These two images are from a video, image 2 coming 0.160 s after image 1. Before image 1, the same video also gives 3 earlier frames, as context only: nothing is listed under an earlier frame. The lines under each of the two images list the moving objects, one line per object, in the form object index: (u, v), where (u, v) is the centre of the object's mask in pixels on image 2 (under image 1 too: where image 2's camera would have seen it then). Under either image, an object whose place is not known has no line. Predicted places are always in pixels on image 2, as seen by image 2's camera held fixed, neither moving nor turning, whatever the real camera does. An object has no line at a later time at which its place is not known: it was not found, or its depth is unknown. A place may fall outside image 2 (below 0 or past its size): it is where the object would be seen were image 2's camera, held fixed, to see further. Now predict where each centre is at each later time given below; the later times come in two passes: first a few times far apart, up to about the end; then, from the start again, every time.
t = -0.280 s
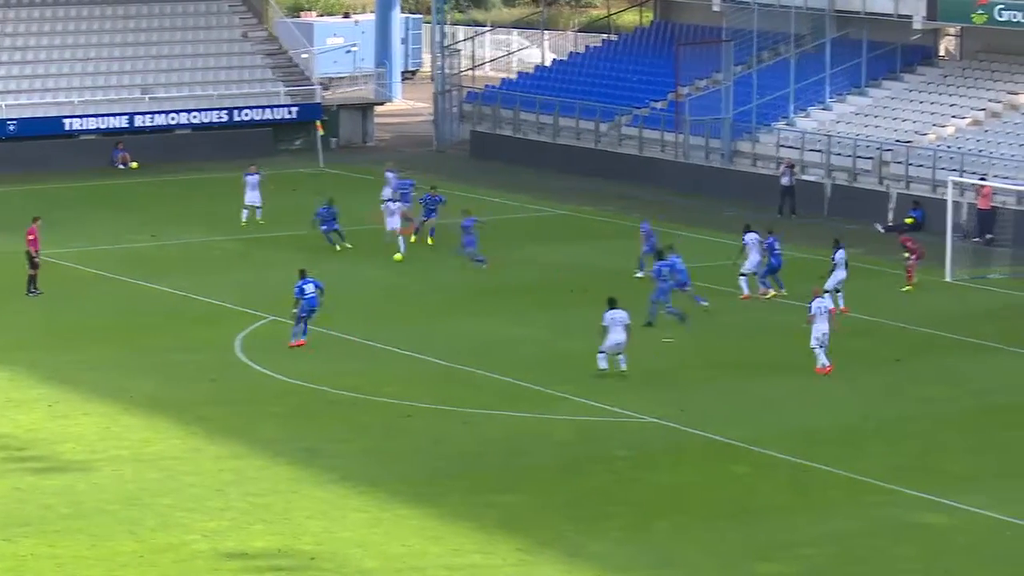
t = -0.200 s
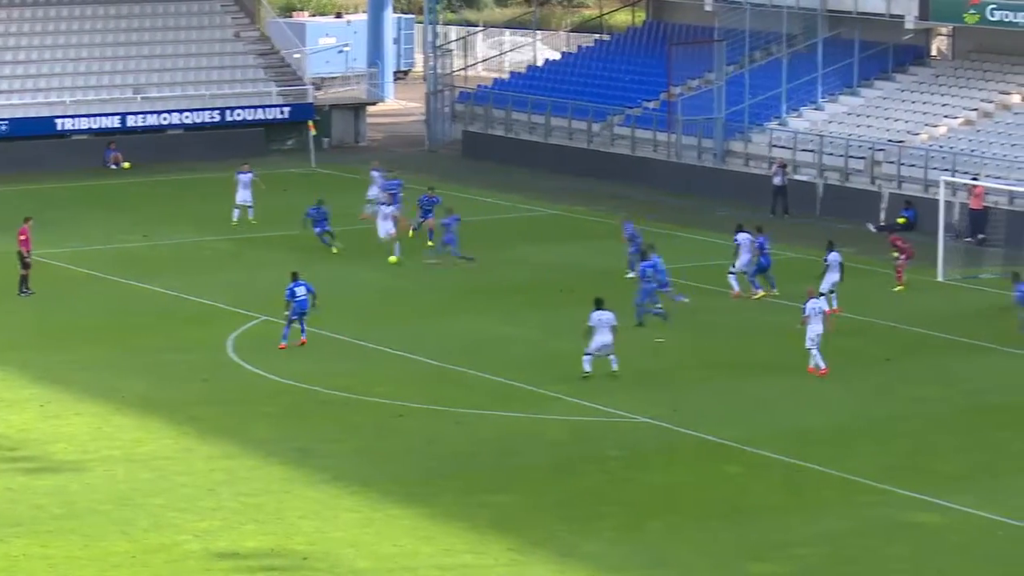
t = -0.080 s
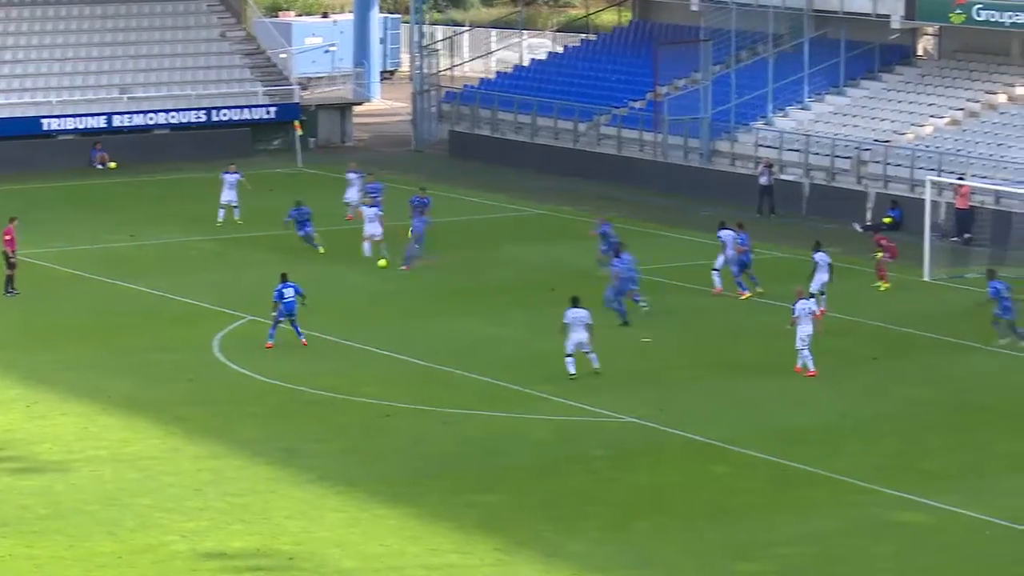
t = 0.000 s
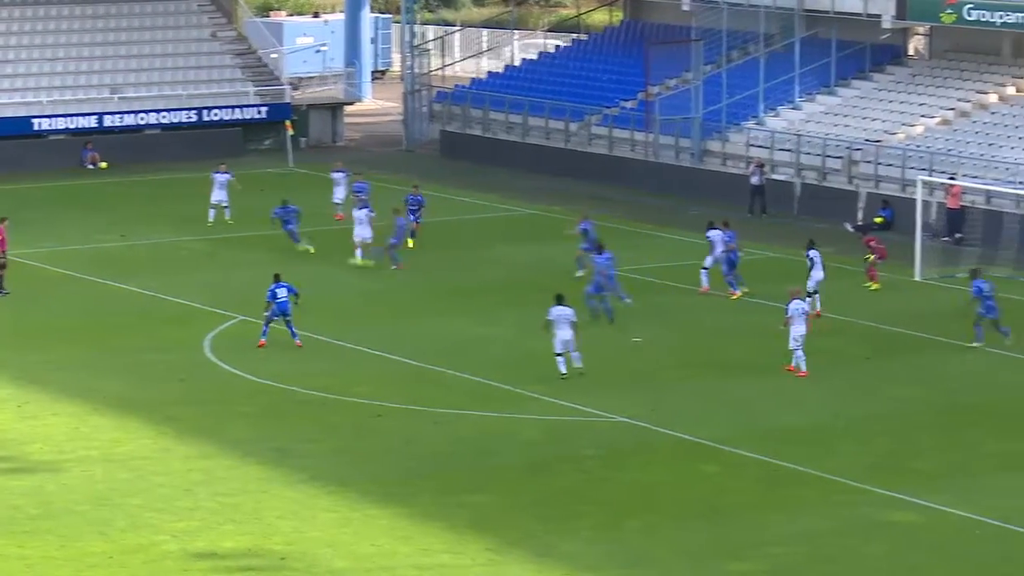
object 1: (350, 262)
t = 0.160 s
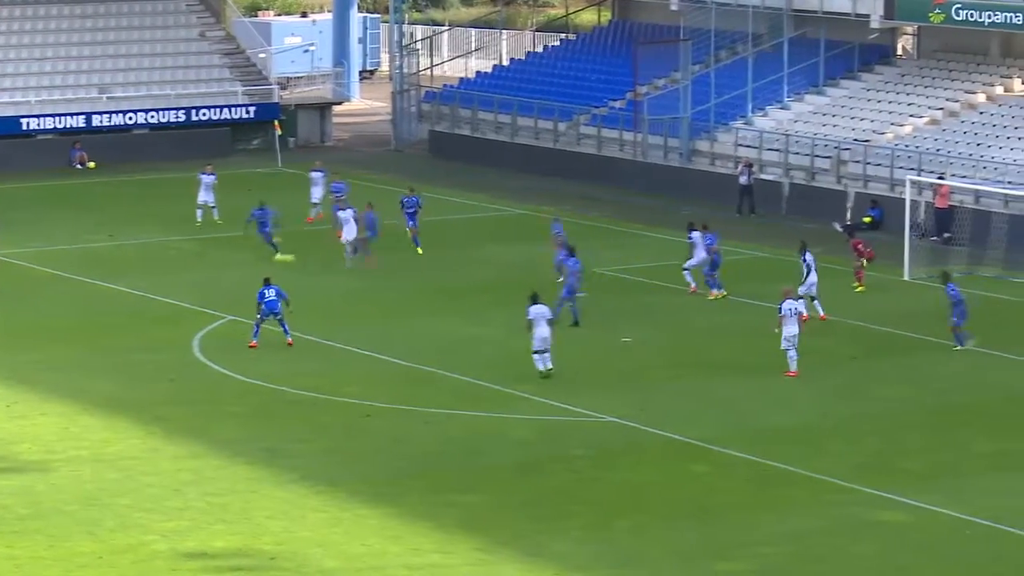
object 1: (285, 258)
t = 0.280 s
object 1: (236, 262)
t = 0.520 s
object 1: (149, 271)
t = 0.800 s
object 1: (59, 275)
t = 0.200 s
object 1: (266, 258)
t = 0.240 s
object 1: (252, 260)
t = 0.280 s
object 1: (236, 262)
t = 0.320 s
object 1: (219, 264)
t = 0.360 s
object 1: (203, 268)
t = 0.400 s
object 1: (188, 272)
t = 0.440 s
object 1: (174, 273)
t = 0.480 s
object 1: (162, 272)
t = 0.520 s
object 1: (149, 271)
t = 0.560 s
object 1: (135, 271)
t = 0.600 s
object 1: (123, 271)
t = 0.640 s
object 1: (110, 273)
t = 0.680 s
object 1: (97, 275)
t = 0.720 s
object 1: (84, 278)
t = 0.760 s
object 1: (72, 276)
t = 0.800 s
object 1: (59, 275)
